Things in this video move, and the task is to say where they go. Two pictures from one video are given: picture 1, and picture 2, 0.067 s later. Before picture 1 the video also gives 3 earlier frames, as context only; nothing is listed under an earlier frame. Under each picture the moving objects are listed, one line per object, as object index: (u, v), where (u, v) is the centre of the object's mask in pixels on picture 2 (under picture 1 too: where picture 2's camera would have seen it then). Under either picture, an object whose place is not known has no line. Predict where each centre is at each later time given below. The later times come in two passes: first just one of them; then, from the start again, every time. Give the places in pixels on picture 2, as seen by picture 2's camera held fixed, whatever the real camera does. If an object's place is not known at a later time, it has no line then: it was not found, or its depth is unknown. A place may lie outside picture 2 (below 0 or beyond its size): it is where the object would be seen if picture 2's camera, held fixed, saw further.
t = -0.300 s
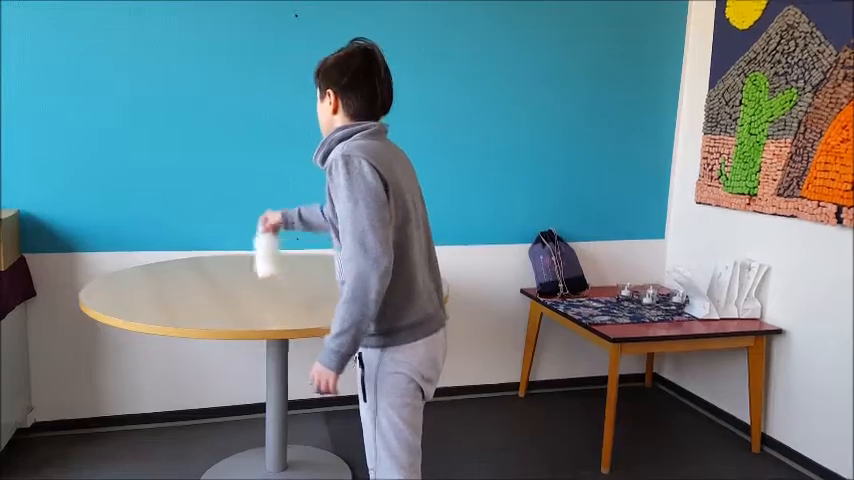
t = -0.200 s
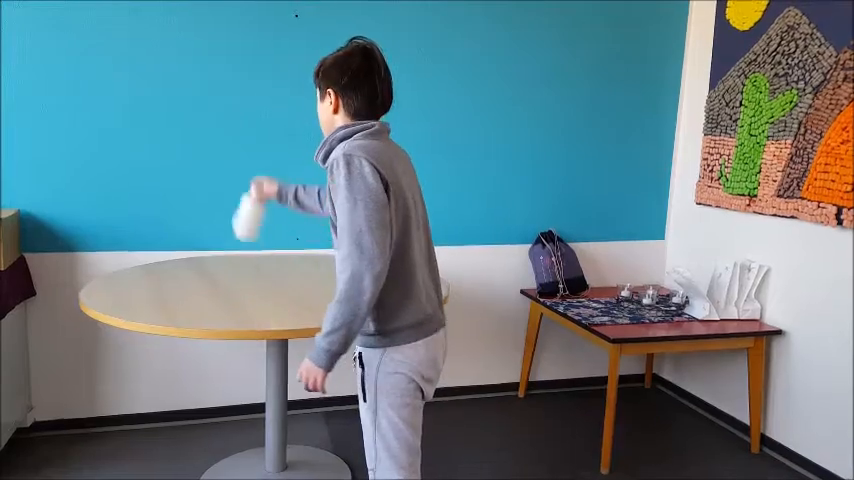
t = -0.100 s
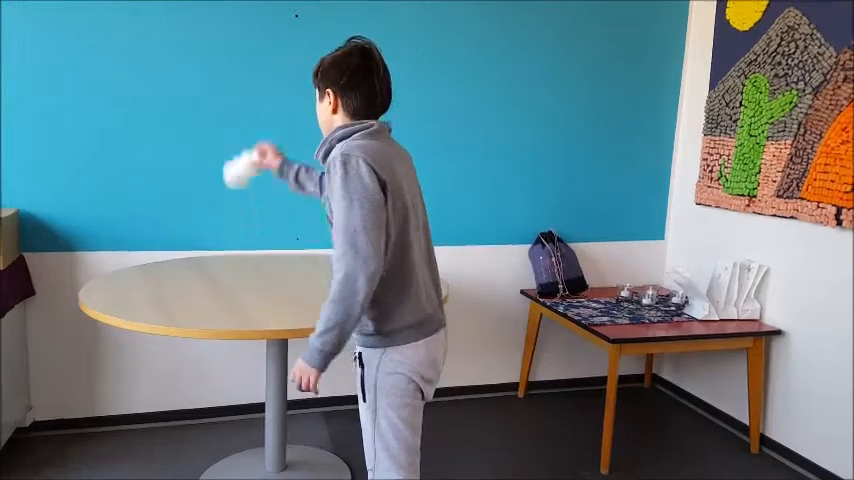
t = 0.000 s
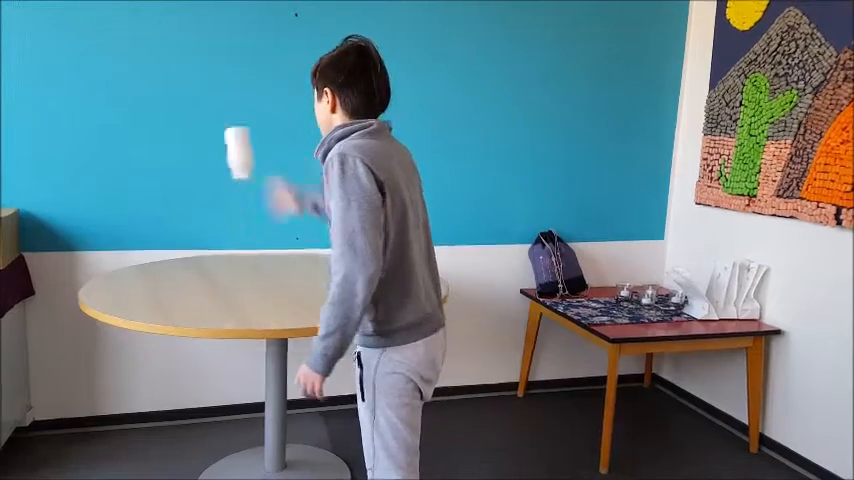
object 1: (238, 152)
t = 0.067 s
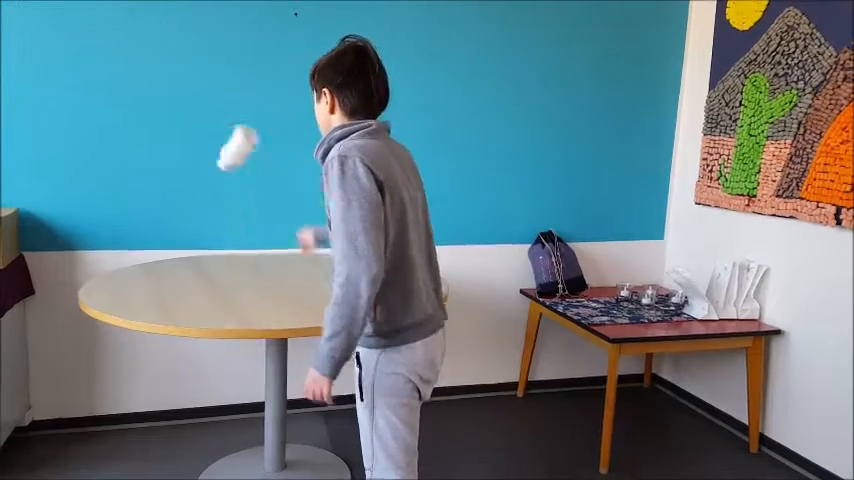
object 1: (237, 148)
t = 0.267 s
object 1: (235, 244)
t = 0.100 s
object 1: (239, 153)
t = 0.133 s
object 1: (239, 165)
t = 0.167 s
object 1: (239, 179)
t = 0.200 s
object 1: (237, 197)
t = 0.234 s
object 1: (237, 220)
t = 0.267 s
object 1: (235, 244)
